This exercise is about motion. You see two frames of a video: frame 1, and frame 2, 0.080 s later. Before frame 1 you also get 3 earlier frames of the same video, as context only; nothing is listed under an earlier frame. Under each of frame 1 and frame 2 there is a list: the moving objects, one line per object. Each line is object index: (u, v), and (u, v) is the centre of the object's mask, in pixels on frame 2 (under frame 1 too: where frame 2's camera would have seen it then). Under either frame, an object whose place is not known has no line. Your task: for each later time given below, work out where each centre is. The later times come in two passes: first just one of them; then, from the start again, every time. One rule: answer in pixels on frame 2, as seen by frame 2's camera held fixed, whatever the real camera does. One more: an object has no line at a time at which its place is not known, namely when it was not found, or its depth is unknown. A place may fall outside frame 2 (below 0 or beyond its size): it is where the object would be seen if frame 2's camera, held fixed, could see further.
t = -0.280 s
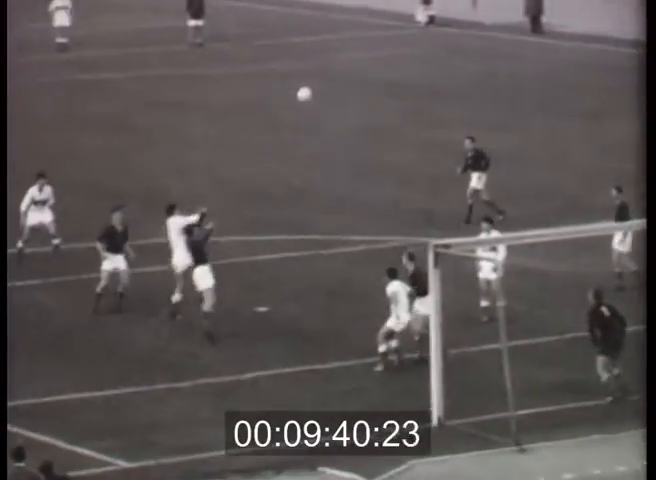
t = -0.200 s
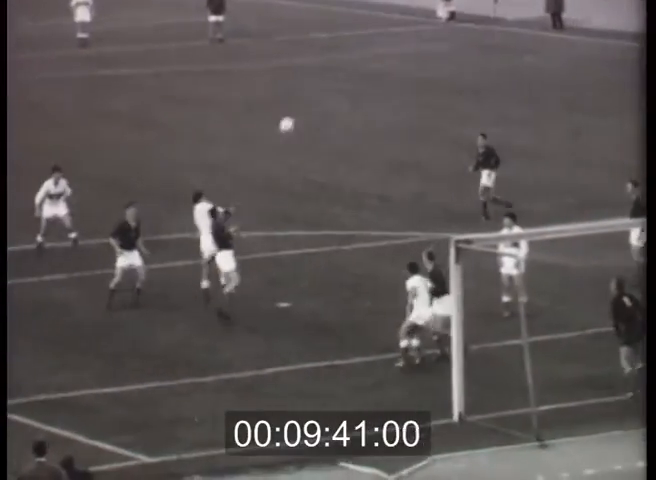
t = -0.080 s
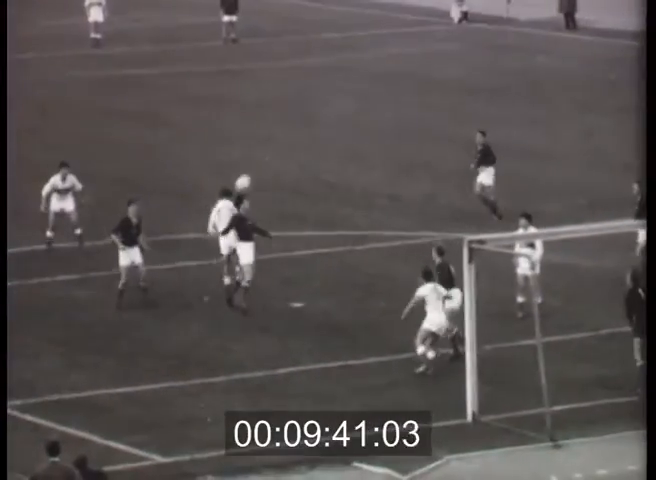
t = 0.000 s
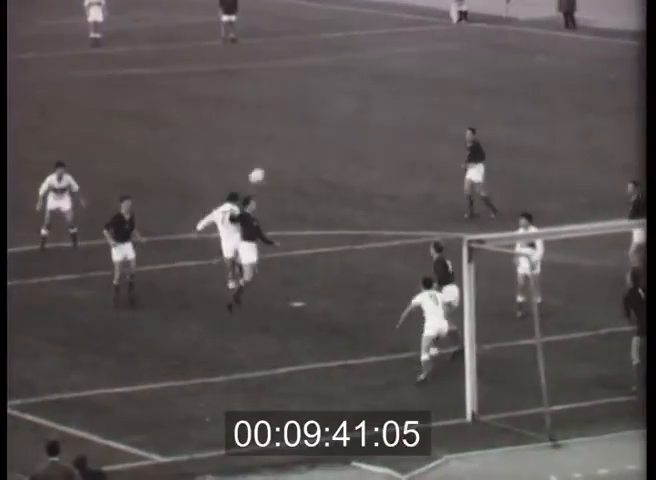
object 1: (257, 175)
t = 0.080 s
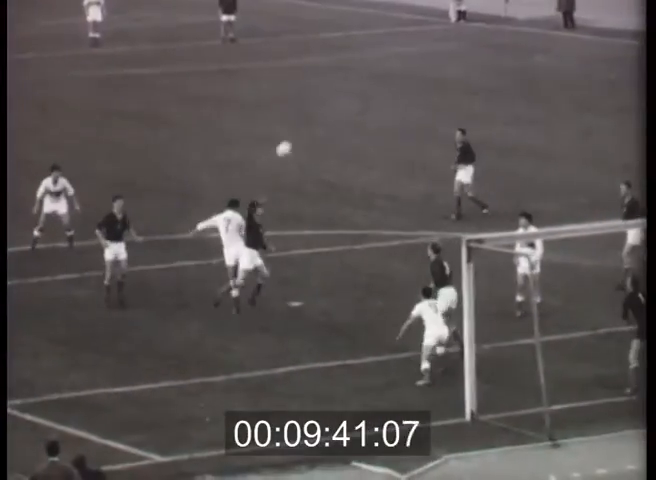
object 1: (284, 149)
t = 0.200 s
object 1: (330, 117)
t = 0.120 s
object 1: (299, 137)
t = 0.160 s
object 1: (312, 126)
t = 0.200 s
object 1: (330, 117)
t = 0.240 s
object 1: (345, 109)
